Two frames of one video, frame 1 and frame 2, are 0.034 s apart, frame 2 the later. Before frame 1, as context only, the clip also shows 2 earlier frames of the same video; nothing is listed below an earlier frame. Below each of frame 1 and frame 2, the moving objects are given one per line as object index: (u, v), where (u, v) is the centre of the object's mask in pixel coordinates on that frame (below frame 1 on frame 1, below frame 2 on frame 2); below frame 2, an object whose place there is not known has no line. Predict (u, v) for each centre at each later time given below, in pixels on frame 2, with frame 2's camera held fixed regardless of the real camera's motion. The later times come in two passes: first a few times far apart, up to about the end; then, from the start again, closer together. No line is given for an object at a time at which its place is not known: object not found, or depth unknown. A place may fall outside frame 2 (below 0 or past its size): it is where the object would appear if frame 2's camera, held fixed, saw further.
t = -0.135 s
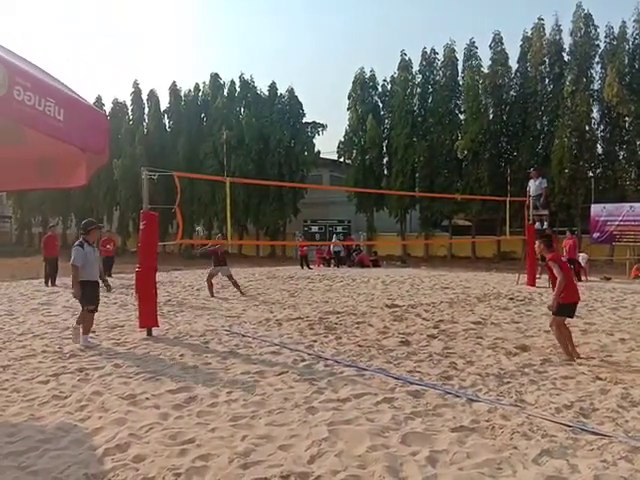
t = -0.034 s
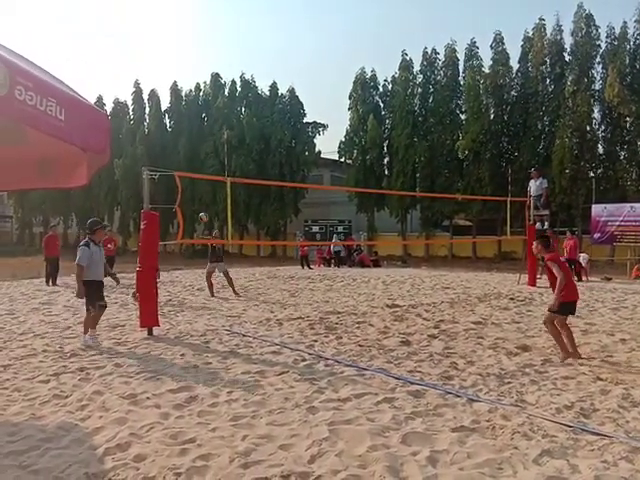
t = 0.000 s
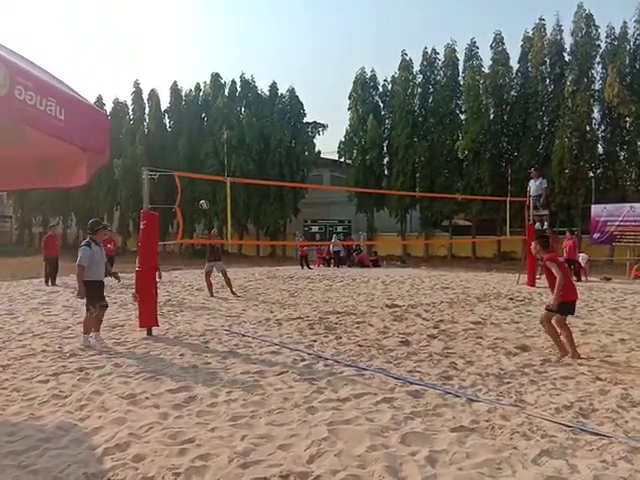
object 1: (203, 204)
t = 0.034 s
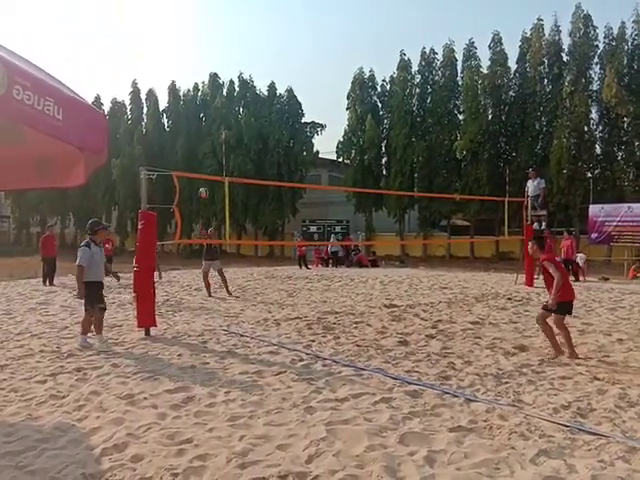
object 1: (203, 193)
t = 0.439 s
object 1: (219, 77)
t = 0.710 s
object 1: (231, 38)
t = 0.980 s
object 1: (243, 33)
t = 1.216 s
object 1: (255, 62)
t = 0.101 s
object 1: (205, 168)
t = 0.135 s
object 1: (207, 158)
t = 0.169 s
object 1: (208, 147)
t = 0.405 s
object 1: (218, 85)
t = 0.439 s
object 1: (219, 77)
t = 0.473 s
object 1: (221, 71)
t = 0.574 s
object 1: (225, 53)
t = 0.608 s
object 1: (226, 49)
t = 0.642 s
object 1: (228, 45)
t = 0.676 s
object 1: (229, 42)
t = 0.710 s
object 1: (231, 38)
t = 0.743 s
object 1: (233, 36)
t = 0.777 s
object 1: (234, 34)
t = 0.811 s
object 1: (235, 32)
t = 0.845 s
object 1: (237, 32)
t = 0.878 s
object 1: (239, 31)
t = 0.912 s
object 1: (240, 29)
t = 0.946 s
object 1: (242, 31)
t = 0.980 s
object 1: (243, 33)
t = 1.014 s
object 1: (245, 35)
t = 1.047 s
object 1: (246, 38)
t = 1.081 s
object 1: (248, 42)
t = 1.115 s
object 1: (249, 46)
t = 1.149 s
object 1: (251, 51)
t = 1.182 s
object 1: (253, 56)
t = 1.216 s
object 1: (255, 62)
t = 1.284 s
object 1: (257, 77)
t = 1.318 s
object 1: (259, 84)
